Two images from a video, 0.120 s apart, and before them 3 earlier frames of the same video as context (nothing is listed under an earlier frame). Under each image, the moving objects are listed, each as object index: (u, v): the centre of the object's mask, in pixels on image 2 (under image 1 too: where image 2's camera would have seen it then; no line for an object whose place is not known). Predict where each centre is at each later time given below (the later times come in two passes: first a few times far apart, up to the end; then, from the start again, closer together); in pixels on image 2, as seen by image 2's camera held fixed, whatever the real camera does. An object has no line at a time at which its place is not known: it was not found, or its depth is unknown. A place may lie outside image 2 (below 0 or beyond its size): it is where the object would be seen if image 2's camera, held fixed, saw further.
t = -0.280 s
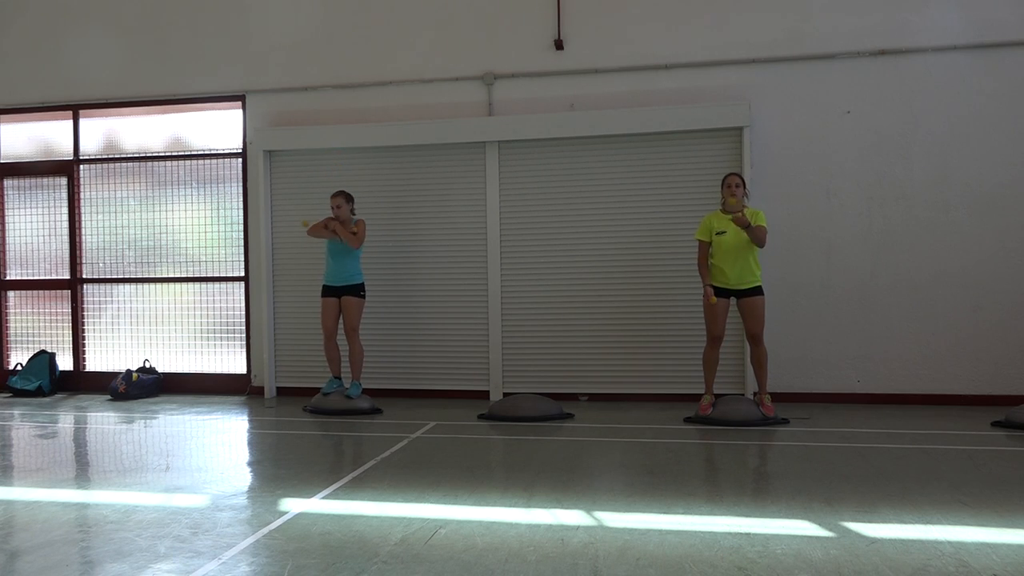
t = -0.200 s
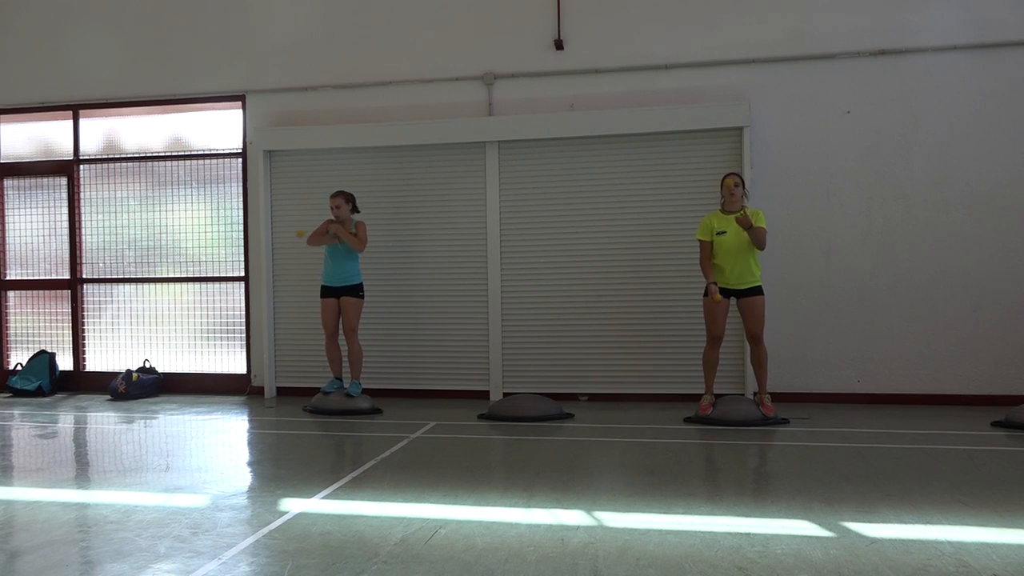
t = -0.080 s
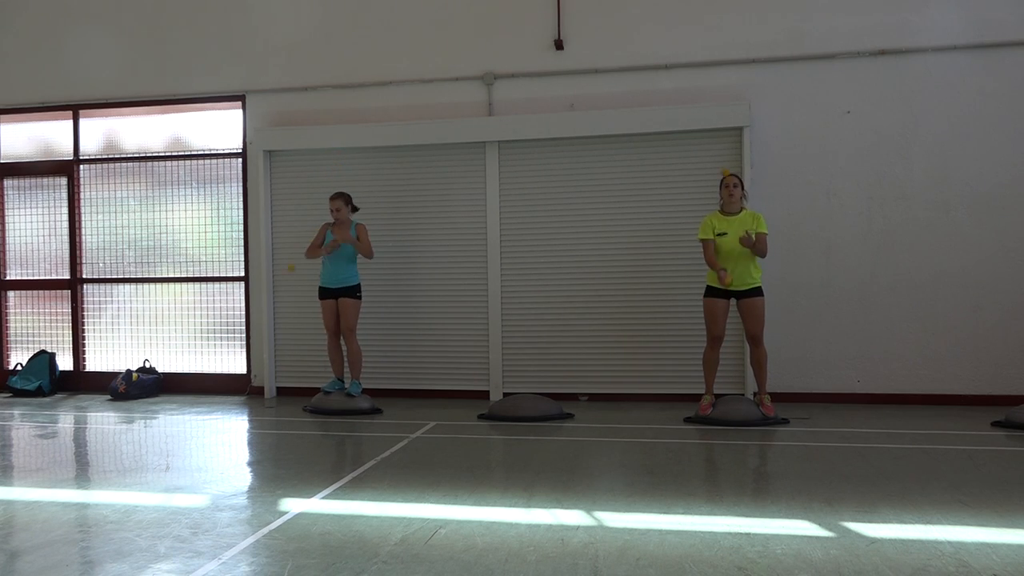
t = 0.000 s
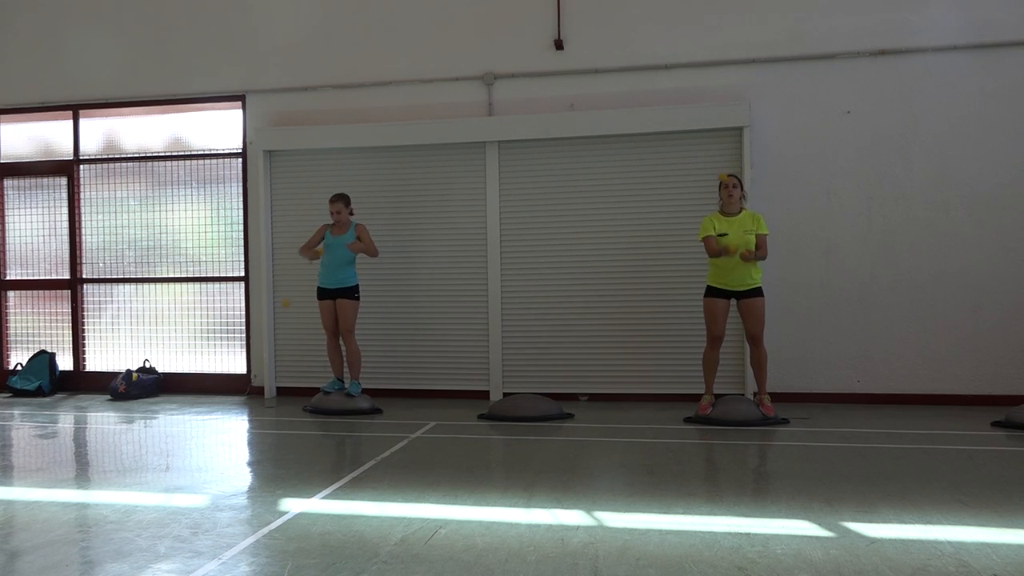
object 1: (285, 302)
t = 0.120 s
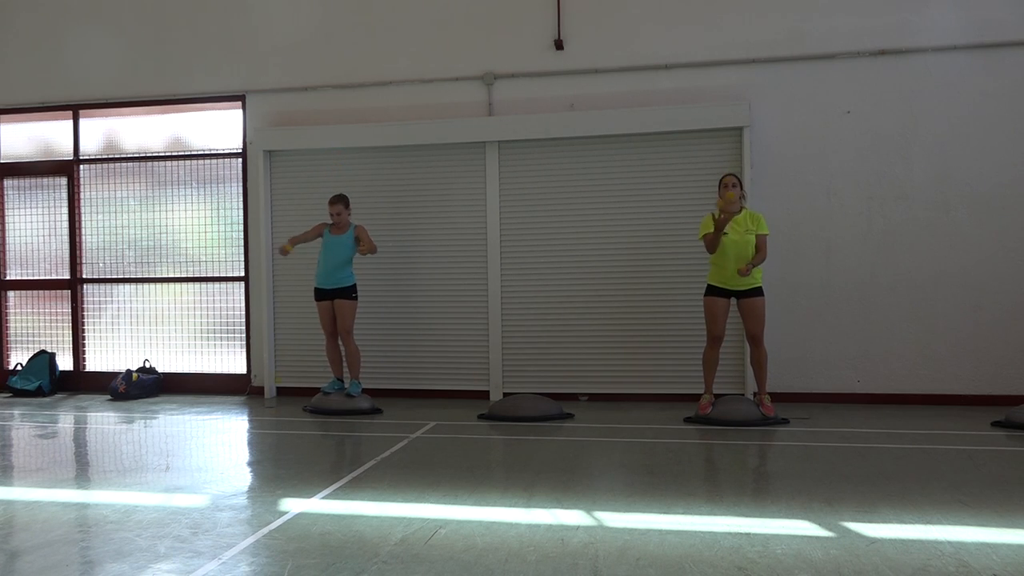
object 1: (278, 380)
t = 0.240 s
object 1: (266, 413)
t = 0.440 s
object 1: (240, 312)
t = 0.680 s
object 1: (207, 266)
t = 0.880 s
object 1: (178, 308)
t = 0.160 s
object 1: (274, 410)
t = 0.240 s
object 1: (266, 413)
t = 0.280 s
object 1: (260, 389)
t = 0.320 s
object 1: (257, 367)
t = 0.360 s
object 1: (251, 347)
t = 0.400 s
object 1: (246, 328)
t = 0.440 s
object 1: (240, 312)
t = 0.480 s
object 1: (235, 298)
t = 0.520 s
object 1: (230, 287)
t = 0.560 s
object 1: (221, 274)
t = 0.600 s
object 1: (217, 270)
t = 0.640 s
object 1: (212, 267)
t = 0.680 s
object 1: (207, 266)
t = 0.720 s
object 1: (201, 267)
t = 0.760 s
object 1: (196, 271)
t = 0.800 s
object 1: (190, 279)
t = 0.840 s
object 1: (184, 294)
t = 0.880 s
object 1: (178, 308)
